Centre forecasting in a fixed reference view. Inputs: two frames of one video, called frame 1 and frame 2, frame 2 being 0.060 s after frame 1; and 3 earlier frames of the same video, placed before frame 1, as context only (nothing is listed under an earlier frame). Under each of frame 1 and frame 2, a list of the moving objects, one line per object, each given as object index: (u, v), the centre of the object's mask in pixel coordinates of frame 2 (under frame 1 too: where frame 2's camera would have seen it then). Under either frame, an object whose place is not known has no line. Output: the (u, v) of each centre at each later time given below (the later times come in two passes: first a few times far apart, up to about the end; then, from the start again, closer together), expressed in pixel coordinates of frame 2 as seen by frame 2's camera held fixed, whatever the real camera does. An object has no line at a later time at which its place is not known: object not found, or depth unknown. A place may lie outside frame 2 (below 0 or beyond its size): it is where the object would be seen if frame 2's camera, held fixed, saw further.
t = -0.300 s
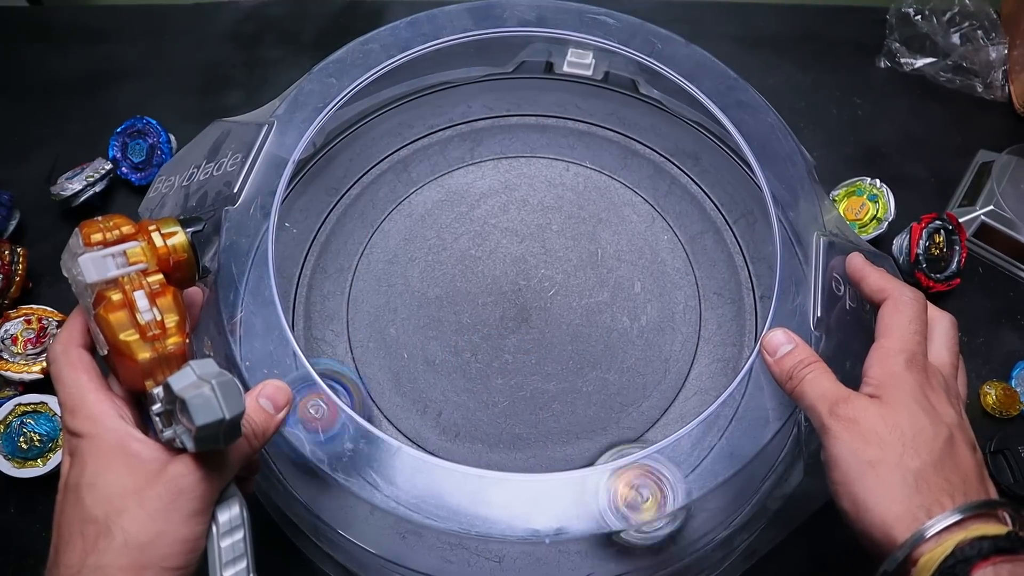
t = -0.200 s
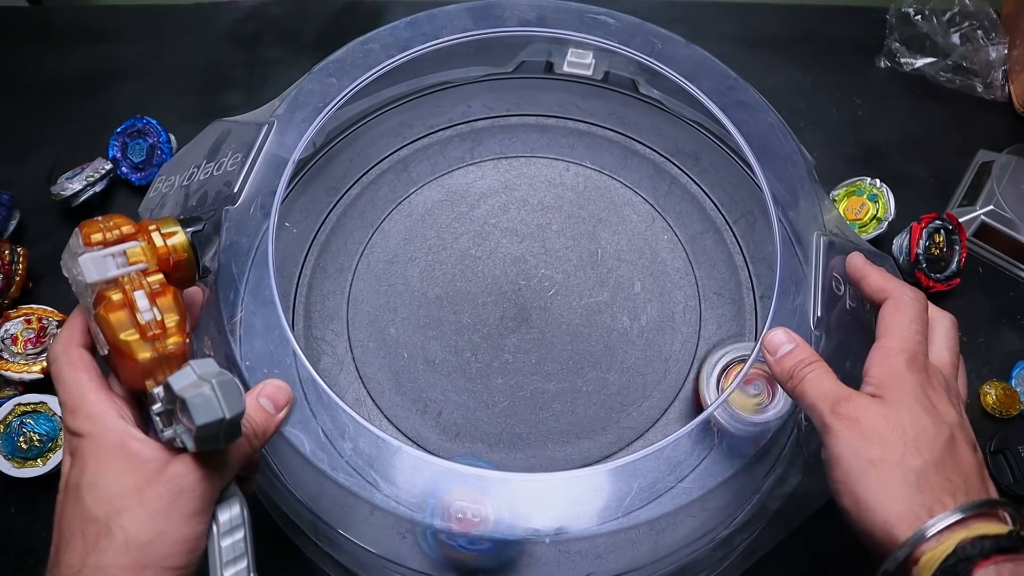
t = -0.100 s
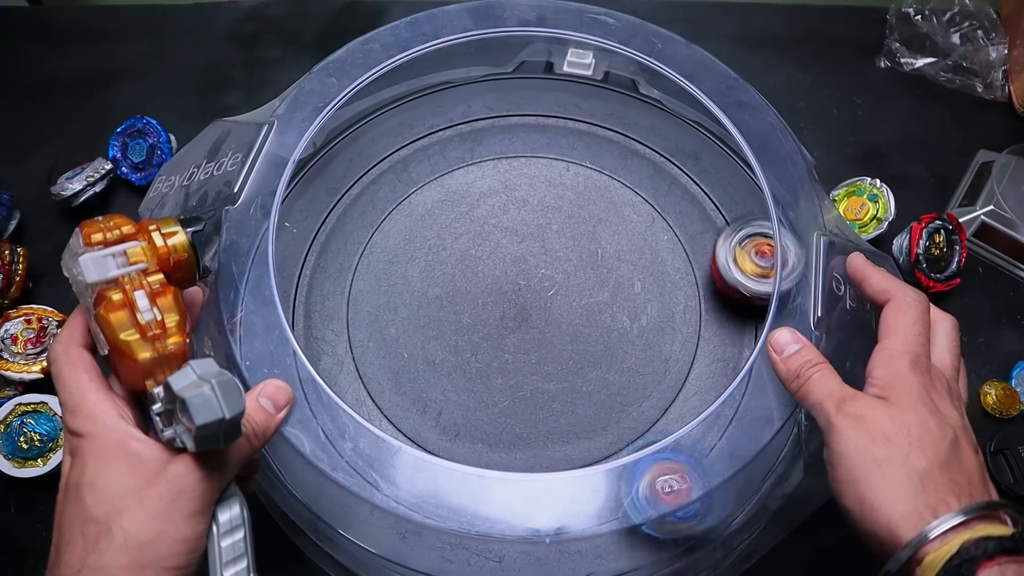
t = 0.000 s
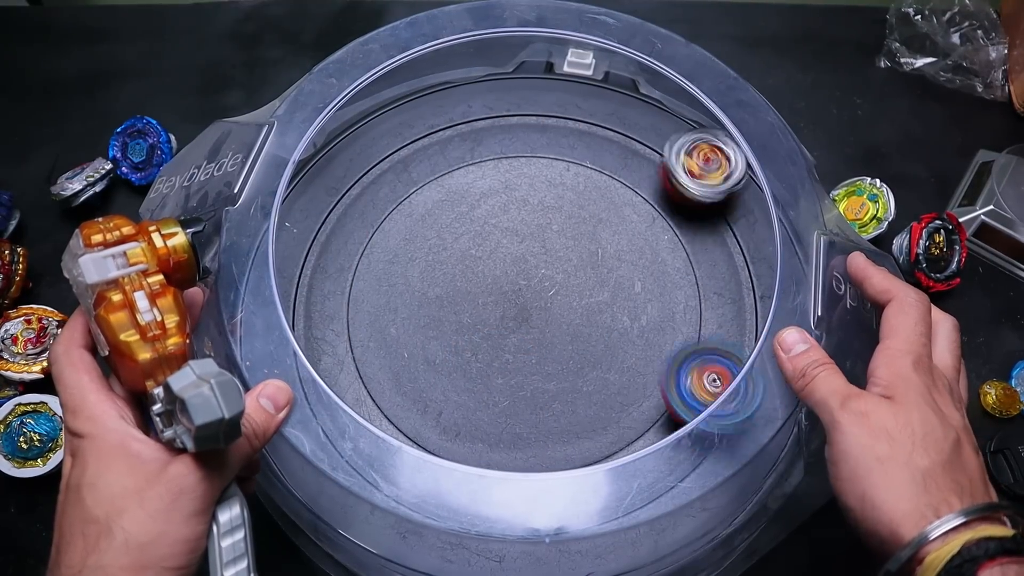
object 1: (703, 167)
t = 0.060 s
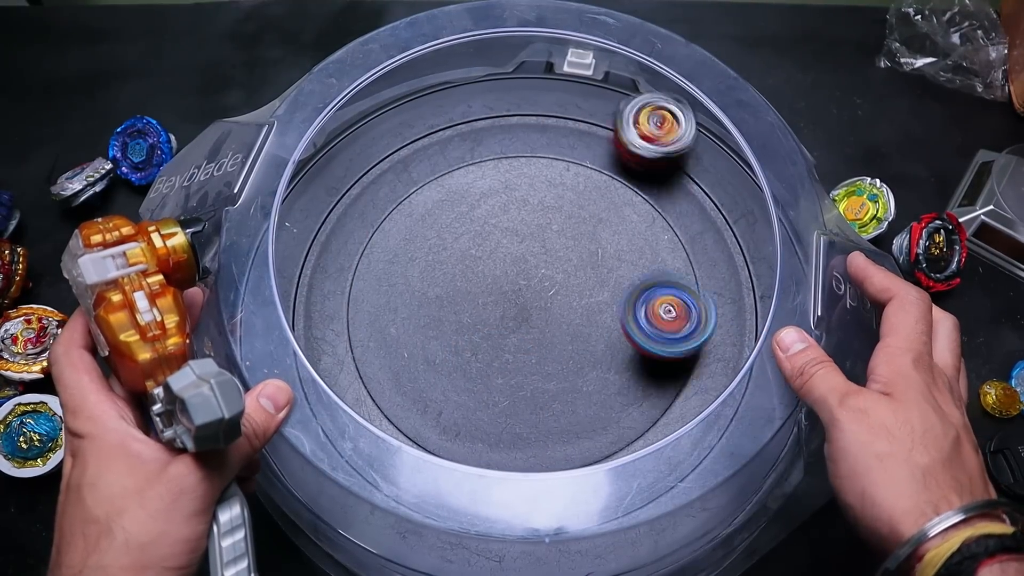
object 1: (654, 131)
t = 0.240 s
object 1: (482, 100)
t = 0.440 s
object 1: (399, 117)
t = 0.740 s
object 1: (390, 179)
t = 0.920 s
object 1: (401, 252)
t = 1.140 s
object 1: (470, 362)
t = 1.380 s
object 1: (593, 357)
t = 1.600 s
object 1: (612, 290)
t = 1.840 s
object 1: (544, 270)
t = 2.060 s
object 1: (491, 301)
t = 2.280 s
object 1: (492, 335)
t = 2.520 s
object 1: (513, 329)
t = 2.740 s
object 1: (519, 303)
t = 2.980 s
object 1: (509, 282)
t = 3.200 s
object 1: (506, 283)
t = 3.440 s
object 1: (514, 289)
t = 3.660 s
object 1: (509, 312)
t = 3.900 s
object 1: (522, 345)
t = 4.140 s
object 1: (553, 330)
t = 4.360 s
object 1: (588, 218)
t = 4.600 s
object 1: (549, 201)
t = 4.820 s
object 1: (524, 223)
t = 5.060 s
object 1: (508, 254)
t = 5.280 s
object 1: (481, 279)
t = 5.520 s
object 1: (439, 321)
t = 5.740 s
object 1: (434, 355)
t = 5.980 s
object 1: (476, 357)
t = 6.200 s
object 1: (471, 334)
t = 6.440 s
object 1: (446, 320)
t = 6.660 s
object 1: (426, 312)
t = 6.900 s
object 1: (458, 304)
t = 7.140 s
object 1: (526, 267)
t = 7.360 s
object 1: (547, 232)
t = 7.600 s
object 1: (548, 219)
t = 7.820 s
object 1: (566, 243)
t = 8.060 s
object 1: (592, 318)
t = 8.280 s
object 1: (600, 345)
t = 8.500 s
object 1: (579, 351)
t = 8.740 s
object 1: (560, 365)
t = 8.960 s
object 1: (557, 365)
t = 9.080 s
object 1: (559, 363)
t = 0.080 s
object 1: (636, 120)
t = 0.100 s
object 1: (616, 113)
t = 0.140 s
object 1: (578, 105)
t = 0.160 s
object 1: (558, 101)
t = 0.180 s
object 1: (538, 98)
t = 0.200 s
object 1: (519, 99)
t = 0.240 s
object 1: (482, 100)
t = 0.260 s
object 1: (467, 100)
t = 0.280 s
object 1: (452, 103)
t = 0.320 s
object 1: (427, 109)
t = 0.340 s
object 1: (418, 106)
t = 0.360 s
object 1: (409, 109)
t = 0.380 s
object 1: (403, 109)
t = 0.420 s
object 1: (399, 116)
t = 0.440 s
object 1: (399, 117)
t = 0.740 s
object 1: (390, 179)
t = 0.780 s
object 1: (393, 187)
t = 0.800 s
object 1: (395, 192)
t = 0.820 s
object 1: (397, 200)
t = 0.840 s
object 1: (398, 208)
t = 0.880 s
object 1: (400, 230)
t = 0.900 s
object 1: (400, 242)
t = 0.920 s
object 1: (401, 252)
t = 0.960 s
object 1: (405, 275)
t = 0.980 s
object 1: (408, 287)
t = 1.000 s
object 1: (413, 300)
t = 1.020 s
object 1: (419, 309)
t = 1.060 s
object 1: (432, 331)
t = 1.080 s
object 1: (440, 340)
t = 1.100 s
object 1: (448, 348)
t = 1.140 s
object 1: (470, 362)
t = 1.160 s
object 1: (480, 368)
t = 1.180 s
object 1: (491, 373)
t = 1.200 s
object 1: (504, 376)
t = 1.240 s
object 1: (525, 378)
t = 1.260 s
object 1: (537, 377)
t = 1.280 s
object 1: (546, 376)
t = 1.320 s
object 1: (566, 370)
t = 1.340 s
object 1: (574, 366)
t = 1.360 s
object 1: (583, 362)
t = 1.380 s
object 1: (593, 357)
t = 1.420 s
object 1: (609, 345)
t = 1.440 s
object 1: (615, 338)
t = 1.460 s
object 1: (618, 332)
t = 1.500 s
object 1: (621, 320)
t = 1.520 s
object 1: (621, 313)
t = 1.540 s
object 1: (620, 305)
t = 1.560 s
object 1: (618, 300)
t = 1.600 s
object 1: (612, 290)
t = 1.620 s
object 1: (608, 286)
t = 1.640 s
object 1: (605, 283)
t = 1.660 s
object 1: (600, 279)
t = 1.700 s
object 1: (590, 274)
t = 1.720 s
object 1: (585, 272)
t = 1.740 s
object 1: (578, 270)
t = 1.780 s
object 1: (565, 268)
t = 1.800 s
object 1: (558, 268)
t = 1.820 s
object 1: (551, 266)
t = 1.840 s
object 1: (544, 270)
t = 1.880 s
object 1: (530, 272)
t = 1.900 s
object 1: (524, 275)
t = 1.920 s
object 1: (518, 278)
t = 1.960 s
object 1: (508, 284)
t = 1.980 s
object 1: (504, 288)
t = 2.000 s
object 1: (501, 290)
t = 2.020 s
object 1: (498, 293)
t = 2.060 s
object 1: (491, 301)
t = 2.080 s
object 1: (489, 306)
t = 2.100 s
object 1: (488, 311)
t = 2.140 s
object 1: (488, 320)
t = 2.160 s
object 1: (487, 322)
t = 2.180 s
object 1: (488, 326)
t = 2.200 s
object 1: (488, 328)
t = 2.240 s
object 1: (489, 332)
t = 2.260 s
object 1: (490, 333)
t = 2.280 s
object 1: (492, 335)
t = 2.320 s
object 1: (496, 337)
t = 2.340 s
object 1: (498, 337)
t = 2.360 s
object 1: (500, 337)
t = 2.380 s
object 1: (502, 337)
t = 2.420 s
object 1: (505, 337)
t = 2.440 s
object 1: (507, 335)
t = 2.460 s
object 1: (509, 334)
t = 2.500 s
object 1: (512, 331)
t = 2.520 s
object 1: (513, 329)
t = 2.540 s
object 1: (514, 328)
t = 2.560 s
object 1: (515, 325)
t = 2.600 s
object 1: (517, 322)
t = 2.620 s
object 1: (518, 320)
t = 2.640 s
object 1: (519, 317)
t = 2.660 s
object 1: (519, 314)
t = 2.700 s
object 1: (519, 309)
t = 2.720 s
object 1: (519, 306)
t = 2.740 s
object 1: (519, 303)
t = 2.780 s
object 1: (517, 298)
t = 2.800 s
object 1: (517, 296)
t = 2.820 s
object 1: (516, 294)
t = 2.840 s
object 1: (515, 292)
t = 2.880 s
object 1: (514, 288)
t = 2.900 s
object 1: (513, 287)
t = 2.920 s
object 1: (513, 285)
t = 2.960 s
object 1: (510, 283)
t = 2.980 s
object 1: (509, 282)
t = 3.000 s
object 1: (508, 282)
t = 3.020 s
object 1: (508, 281)
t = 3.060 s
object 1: (507, 280)
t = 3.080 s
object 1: (507, 280)
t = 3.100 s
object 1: (506, 281)
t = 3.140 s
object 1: (507, 281)
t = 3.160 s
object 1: (507, 282)
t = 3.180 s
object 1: (507, 282)
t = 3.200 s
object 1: (506, 283)
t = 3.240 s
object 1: (507, 284)
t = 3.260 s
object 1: (506, 285)
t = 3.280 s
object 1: (507, 285)
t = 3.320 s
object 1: (508, 286)
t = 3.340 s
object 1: (509, 287)
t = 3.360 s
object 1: (510, 287)
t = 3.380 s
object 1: (511, 287)
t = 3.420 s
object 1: (514, 288)
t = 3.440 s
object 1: (514, 289)
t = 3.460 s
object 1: (516, 289)
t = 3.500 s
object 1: (518, 290)
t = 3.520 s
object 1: (520, 290)
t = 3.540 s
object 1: (521, 291)
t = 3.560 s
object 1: (522, 292)
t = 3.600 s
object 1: (518, 298)
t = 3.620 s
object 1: (514, 303)
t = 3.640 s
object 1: (510, 306)
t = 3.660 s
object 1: (509, 312)
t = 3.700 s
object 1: (510, 320)
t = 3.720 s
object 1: (510, 323)
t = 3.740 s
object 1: (511, 327)
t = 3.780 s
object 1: (514, 334)
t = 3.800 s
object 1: (515, 336)
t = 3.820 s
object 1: (516, 339)
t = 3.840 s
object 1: (518, 340)
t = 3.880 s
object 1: (521, 345)
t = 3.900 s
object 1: (522, 345)
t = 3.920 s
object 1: (523, 347)
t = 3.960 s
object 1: (526, 347)
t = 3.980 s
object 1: (527, 346)
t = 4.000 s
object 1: (528, 345)
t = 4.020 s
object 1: (529, 344)
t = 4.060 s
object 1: (530, 343)
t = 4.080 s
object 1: (535, 340)
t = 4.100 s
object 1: (542, 337)
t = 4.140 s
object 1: (553, 330)
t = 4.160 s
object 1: (556, 326)
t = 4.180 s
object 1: (560, 321)
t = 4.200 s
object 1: (569, 313)
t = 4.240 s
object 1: (585, 287)
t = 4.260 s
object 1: (590, 274)
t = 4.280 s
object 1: (593, 260)
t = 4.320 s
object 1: (594, 237)
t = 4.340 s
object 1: (590, 225)
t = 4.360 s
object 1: (588, 218)
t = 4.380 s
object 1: (585, 211)
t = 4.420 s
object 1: (579, 202)
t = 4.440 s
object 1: (575, 198)
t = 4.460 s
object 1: (572, 197)
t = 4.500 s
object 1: (565, 194)
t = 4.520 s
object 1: (562, 194)
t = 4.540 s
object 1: (558, 192)
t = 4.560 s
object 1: (556, 197)
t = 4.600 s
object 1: (549, 201)
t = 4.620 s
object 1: (546, 203)
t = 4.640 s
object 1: (544, 205)
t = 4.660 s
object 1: (541, 207)
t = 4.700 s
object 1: (536, 209)
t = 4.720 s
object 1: (534, 209)
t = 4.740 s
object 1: (532, 212)
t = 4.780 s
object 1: (528, 217)
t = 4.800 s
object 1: (526, 220)
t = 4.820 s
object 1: (524, 223)
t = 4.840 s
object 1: (522, 227)
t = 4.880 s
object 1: (519, 236)
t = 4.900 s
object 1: (517, 237)
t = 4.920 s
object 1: (516, 244)
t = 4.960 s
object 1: (513, 253)
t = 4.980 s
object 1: (512, 255)
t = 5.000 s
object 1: (511, 257)
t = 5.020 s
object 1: (510, 254)
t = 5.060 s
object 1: (508, 254)
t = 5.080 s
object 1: (506, 255)
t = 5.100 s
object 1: (504, 257)
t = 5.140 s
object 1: (499, 261)
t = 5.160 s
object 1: (497, 263)
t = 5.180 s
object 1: (497, 265)
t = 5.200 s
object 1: (496, 268)
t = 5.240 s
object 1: (490, 273)
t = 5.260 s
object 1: (485, 277)
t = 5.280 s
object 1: (481, 279)
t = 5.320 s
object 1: (475, 286)
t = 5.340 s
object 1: (471, 289)
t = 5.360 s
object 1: (469, 292)
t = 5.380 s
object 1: (463, 295)
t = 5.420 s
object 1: (453, 303)
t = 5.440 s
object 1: (449, 308)
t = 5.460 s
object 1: (446, 311)
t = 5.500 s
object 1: (441, 319)
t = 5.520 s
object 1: (439, 321)
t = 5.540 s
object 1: (438, 325)
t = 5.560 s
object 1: (437, 328)
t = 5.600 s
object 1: (433, 334)
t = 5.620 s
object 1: (433, 337)
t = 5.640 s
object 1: (433, 341)
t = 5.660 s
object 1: (432, 343)
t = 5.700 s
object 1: (432, 349)
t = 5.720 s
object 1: (433, 352)
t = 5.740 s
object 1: (434, 355)
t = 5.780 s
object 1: (438, 357)
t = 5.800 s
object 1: (441, 358)
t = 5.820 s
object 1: (445, 359)
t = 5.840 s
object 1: (447, 359)
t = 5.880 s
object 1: (454, 359)
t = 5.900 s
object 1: (459, 359)
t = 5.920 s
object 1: (463, 359)
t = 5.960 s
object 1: (471, 357)
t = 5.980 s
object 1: (476, 357)
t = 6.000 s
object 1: (480, 356)
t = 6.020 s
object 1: (485, 355)
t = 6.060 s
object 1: (491, 352)
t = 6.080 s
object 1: (482, 350)
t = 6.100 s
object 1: (476, 348)
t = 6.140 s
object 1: (470, 340)
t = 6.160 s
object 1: (469, 338)
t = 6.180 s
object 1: (469, 336)
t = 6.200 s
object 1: (471, 334)
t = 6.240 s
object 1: (471, 332)
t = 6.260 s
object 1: (473, 329)
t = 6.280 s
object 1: (475, 328)
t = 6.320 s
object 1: (478, 323)
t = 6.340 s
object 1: (480, 321)
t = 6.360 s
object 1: (483, 318)
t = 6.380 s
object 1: (483, 317)
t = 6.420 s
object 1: (457, 319)
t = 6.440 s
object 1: (446, 320)
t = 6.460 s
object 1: (438, 321)
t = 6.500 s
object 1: (429, 321)
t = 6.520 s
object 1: (428, 319)
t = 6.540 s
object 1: (428, 319)
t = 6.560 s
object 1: (428, 319)
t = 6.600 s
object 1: (426, 317)
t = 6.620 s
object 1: (425, 316)
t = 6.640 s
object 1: (425, 314)
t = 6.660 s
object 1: (426, 312)
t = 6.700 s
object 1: (428, 309)
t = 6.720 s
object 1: (430, 308)
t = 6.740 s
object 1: (432, 307)
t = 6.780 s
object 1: (438, 306)
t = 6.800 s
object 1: (440, 306)
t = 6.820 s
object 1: (443, 305)
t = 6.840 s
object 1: (447, 304)
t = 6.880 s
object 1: (454, 305)
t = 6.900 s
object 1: (458, 304)
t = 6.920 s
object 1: (460, 301)
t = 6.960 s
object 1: (466, 292)
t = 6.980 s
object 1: (471, 290)
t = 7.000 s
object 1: (477, 290)
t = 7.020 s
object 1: (484, 286)
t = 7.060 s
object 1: (499, 283)
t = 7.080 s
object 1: (506, 280)
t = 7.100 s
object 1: (514, 275)
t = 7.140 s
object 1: (526, 267)
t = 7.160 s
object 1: (532, 262)
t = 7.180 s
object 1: (536, 258)
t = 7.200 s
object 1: (541, 254)
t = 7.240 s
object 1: (545, 243)
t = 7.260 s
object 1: (547, 241)
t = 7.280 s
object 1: (548, 238)
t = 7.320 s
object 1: (549, 235)
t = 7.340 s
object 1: (548, 233)
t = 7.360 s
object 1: (547, 232)
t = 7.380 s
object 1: (547, 230)
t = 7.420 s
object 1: (547, 228)
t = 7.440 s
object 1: (548, 225)
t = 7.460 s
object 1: (550, 221)
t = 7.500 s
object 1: (554, 217)
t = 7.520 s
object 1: (555, 218)
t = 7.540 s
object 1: (553, 220)
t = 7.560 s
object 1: (551, 220)
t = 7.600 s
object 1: (548, 219)
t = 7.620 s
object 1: (548, 218)
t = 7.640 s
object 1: (550, 216)
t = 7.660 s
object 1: (552, 217)
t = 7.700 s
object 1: (560, 222)
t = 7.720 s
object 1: (563, 225)
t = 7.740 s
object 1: (564, 229)
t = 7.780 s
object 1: (566, 236)
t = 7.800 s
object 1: (565, 239)
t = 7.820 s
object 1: (566, 243)
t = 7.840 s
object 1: (566, 245)
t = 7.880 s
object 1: (567, 252)
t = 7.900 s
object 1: (567, 256)
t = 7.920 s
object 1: (569, 262)
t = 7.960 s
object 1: (575, 276)
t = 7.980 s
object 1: (579, 285)
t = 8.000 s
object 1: (584, 294)
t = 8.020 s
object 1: (587, 302)
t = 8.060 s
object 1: (592, 318)
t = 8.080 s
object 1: (597, 323)
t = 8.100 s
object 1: (603, 329)
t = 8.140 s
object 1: (605, 338)
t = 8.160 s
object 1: (604, 340)
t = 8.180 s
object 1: (605, 342)
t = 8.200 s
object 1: (604, 345)
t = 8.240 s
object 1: (602, 345)
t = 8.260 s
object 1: (601, 346)
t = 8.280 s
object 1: (600, 345)
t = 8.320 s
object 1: (595, 346)
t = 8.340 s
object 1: (593, 346)
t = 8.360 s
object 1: (590, 347)
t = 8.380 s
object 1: (588, 346)
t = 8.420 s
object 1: (586, 349)
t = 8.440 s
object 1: (585, 351)
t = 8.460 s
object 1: (584, 351)
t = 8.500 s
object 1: (579, 351)
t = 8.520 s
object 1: (577, 352)
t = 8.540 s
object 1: (573, 352)
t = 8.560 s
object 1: (569, 353)
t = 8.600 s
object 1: (562, 357)
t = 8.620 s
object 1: (559, 360)
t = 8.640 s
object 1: (558, 363)
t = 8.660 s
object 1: (558, 363)
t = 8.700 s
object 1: (560, 366)
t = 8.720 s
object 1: (560, 365)
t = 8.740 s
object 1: (560, 365)
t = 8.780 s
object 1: (561, 362)
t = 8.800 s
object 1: (562, 361)
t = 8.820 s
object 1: (564, 362)
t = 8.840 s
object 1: (564, 363)
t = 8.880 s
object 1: (563, 361)
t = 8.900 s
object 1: (561, 362)
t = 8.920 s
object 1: (559, 363)
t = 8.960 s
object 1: (557, 365)
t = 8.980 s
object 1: (557, 365)
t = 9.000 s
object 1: (556, 365)
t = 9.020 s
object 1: (557, 364)
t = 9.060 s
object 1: (558, 364)
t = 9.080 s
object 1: (559, 363)
